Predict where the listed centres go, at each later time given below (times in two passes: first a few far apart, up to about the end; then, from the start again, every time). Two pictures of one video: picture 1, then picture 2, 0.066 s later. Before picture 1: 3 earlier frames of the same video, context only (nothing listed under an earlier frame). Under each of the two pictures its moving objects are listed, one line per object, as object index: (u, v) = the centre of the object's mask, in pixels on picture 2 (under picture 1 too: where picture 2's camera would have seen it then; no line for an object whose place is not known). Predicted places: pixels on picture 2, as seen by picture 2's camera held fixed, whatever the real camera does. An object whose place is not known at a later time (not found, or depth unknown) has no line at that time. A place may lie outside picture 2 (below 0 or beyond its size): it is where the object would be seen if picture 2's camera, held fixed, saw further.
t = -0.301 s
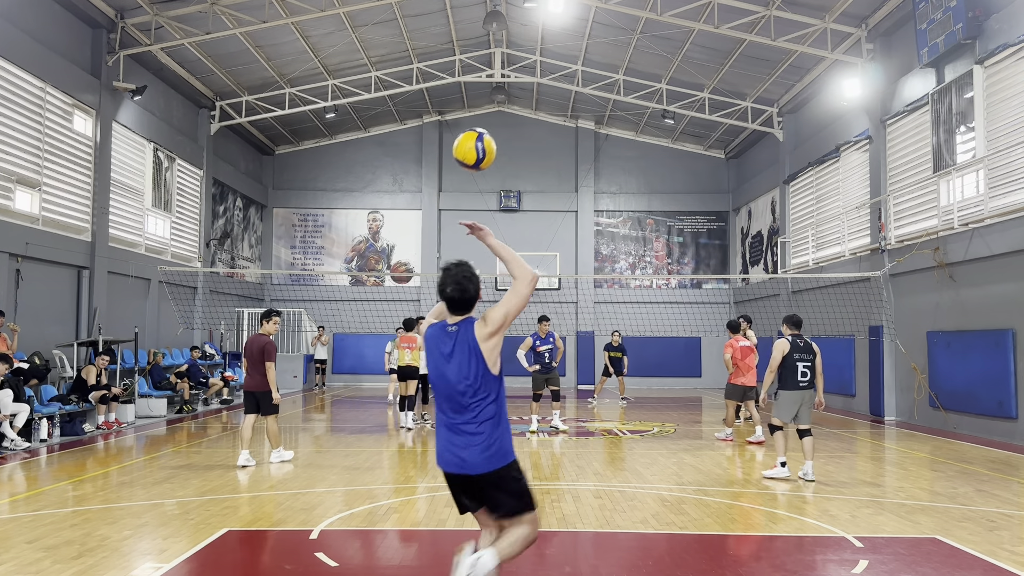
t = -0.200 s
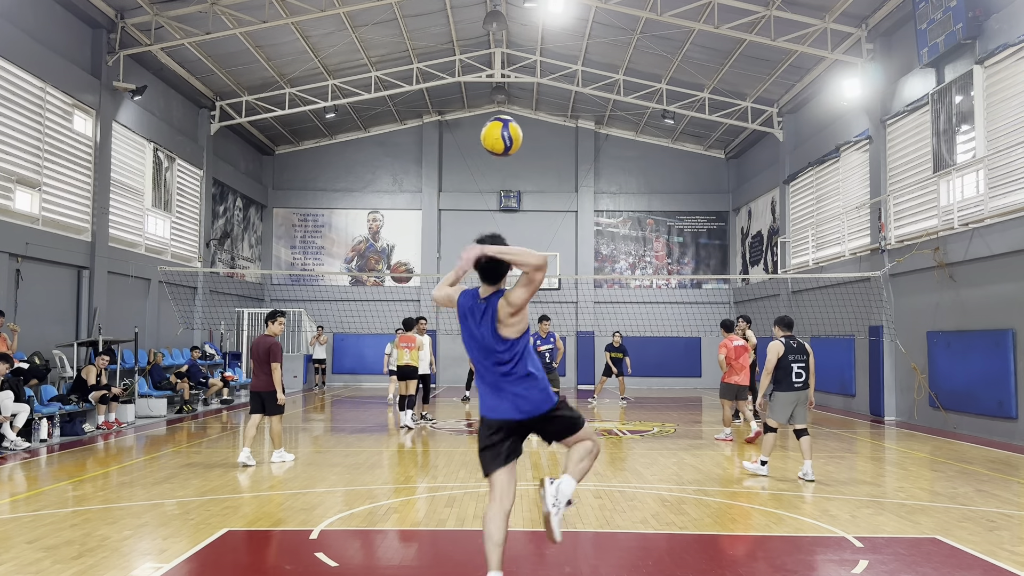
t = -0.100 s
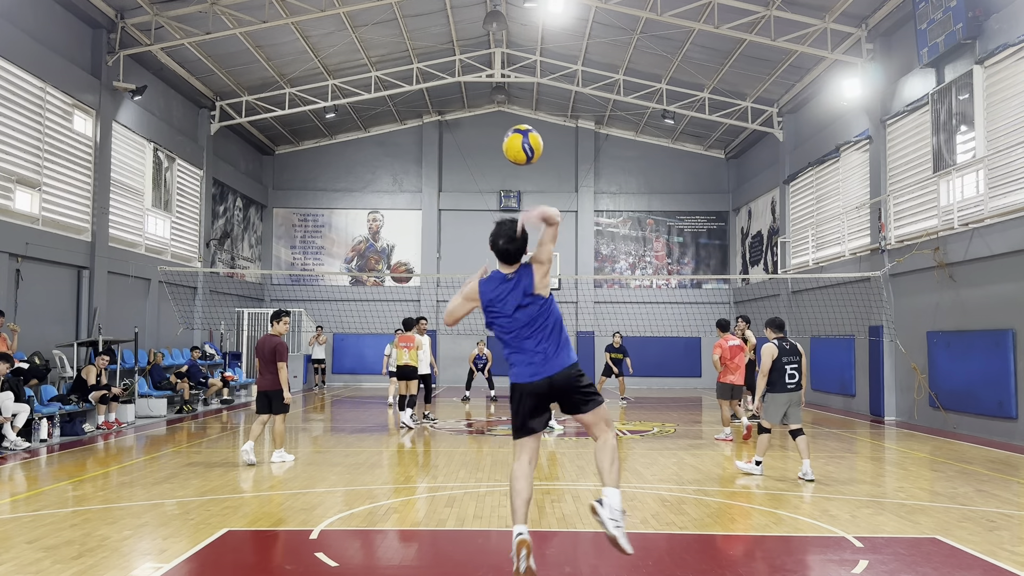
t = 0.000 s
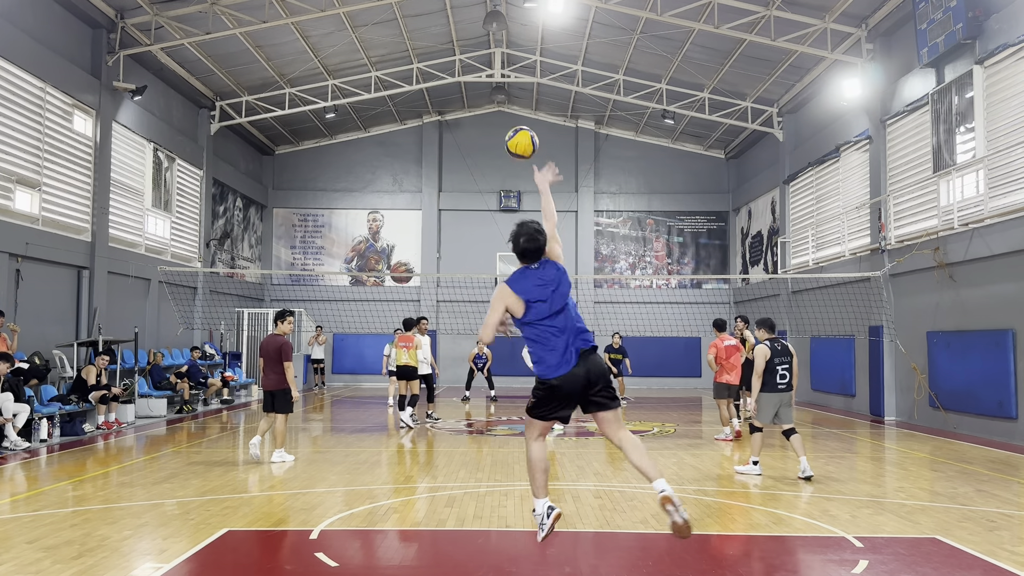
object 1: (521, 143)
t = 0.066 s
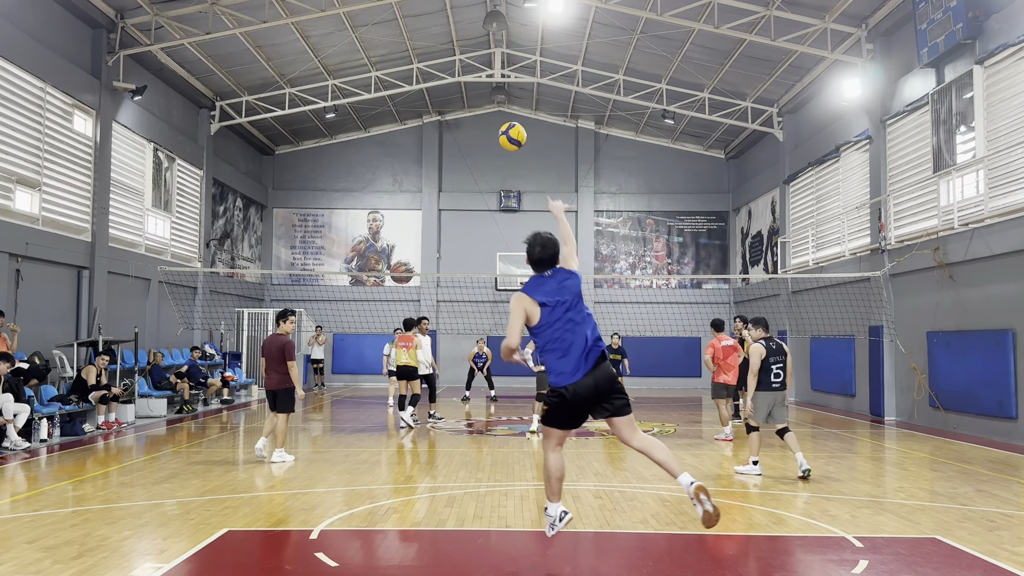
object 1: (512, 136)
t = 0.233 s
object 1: (500, 143)
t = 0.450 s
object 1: (493, 179)
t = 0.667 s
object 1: (488, 225)
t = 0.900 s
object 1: (483, 282)
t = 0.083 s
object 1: (510, 135)
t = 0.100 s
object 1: (509, 135)
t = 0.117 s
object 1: (507, 135)
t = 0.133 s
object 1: (506, 135)
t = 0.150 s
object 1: (505, 136)
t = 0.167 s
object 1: (504, 137)
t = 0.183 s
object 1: (503, 138)
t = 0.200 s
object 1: (502, 140)
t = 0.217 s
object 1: (501, 142)
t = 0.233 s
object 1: (500, 143)
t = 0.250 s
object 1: (499, 145)
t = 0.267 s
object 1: (498, 148)
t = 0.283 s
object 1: (498, 150)
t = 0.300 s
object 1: (497, 152)
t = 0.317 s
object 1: (497, 155)
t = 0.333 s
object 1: (496, 157)
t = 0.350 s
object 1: (495, 160)
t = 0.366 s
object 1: (495, 163)
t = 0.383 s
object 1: (494, 166)
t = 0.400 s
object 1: (494, 169)
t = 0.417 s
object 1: (493, 172)
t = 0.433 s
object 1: (493, 175)
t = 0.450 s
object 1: (493, 179)
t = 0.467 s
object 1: (492, 182)
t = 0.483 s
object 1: (492, 185)
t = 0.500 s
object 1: (491, 188)
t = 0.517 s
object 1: (491, 192)
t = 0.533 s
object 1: (490, 196)
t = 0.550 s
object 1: (490, 200)
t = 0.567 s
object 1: (490, 203)
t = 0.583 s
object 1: (490, 207)
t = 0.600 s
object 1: (489, 210)
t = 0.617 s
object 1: (489, 214)
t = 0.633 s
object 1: (488, 218)
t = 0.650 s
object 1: (488, 221)
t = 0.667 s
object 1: (488, 225)
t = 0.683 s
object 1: (488, 228)
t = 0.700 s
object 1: (487, 232)
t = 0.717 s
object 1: (486, 236)
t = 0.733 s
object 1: (486, 240)
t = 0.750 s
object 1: (486, 244)
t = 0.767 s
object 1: (485, 248)
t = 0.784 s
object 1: (485, 252)
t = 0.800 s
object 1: (484, 256)
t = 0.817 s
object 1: (484, 260)
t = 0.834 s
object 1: (484, 264)
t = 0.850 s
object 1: (484, 269)
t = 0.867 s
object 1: (484, 272)
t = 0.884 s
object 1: (483, 278)
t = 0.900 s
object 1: (483, 282)
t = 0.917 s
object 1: (483, 286)
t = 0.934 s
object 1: (483, 290)
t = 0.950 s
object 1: (482, 295)
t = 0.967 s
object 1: (482, 300)
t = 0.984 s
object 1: (482, 304)
